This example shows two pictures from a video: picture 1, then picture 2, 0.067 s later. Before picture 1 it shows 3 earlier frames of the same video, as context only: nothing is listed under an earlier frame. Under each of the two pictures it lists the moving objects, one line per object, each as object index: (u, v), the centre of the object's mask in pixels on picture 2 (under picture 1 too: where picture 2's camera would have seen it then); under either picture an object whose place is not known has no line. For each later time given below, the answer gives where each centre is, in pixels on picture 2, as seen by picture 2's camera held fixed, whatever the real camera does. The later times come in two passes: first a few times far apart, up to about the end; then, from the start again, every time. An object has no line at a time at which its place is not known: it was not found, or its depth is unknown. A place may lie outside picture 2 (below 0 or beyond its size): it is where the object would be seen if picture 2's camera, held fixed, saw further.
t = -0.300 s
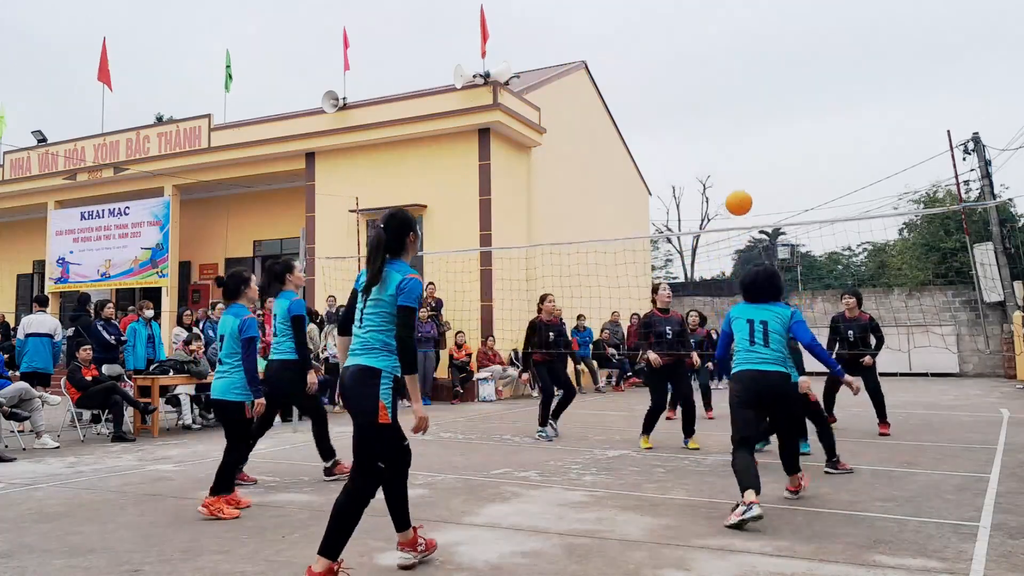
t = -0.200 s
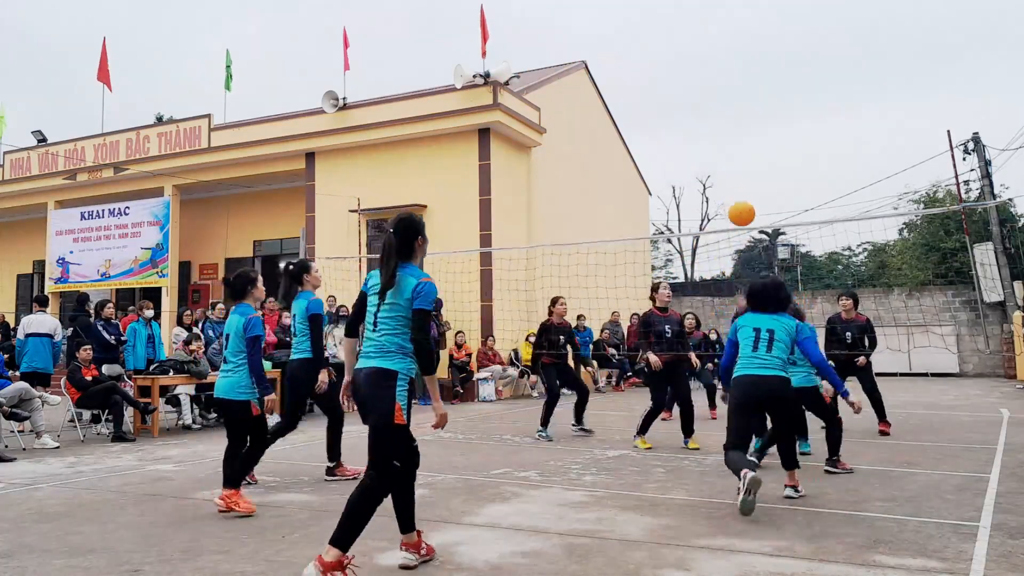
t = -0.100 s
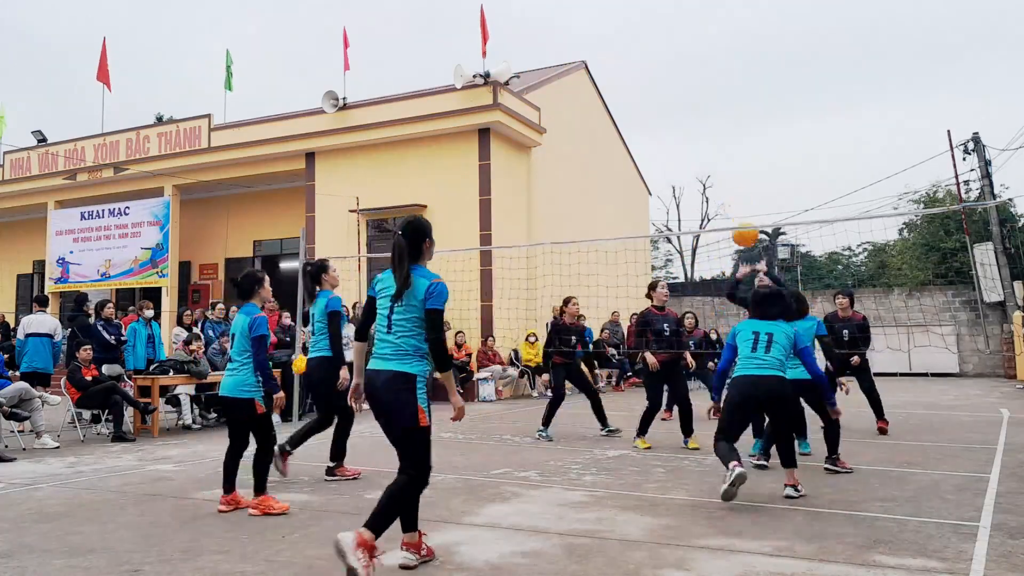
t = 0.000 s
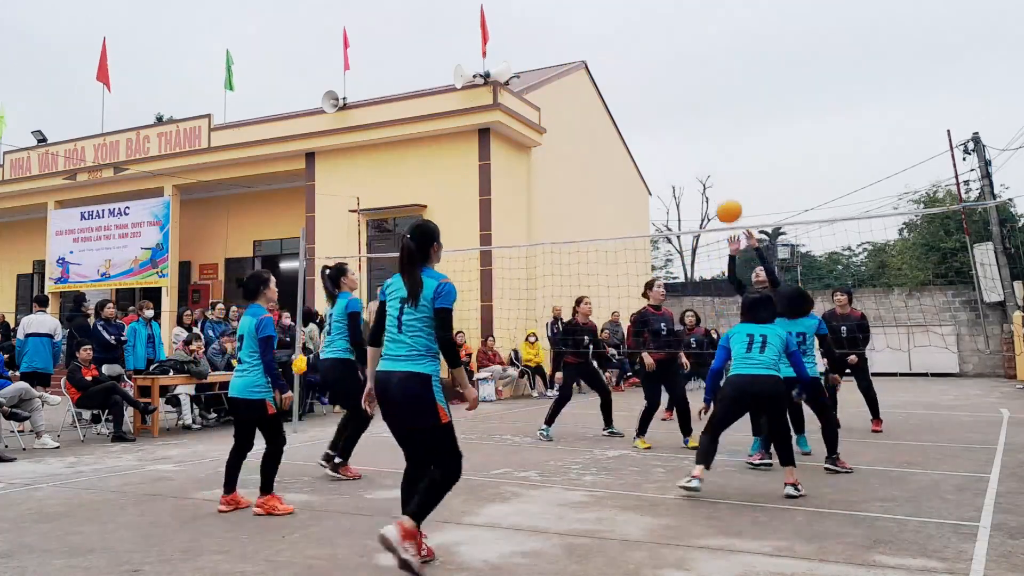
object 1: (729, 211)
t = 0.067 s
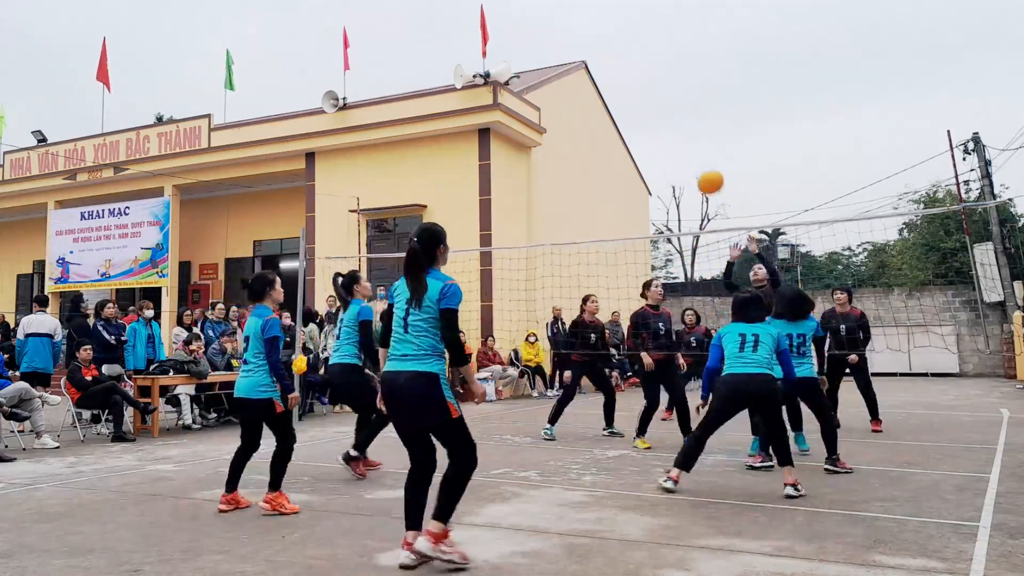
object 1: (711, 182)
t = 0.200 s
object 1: (672, 136)
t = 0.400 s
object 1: (611, 102)
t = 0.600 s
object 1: (548, 116)
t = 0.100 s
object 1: (701, 169)
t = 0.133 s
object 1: (692, 157)
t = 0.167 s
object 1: (682, 146)
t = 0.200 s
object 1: (672, 136)
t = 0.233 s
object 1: (662, 127)
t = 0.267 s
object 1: (652, 120)
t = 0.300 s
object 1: (642, 113)
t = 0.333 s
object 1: (632, 108)
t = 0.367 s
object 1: (622, 105)
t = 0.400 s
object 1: (611, 102)
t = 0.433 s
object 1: (601, 101)
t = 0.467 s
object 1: (591, 101)
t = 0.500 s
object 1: (580, 103)
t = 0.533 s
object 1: (569, 106)
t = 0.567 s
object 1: (559, 110)
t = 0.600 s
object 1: (548, 116)
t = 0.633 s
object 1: (536, 123)
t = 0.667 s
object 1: (526, 132)
